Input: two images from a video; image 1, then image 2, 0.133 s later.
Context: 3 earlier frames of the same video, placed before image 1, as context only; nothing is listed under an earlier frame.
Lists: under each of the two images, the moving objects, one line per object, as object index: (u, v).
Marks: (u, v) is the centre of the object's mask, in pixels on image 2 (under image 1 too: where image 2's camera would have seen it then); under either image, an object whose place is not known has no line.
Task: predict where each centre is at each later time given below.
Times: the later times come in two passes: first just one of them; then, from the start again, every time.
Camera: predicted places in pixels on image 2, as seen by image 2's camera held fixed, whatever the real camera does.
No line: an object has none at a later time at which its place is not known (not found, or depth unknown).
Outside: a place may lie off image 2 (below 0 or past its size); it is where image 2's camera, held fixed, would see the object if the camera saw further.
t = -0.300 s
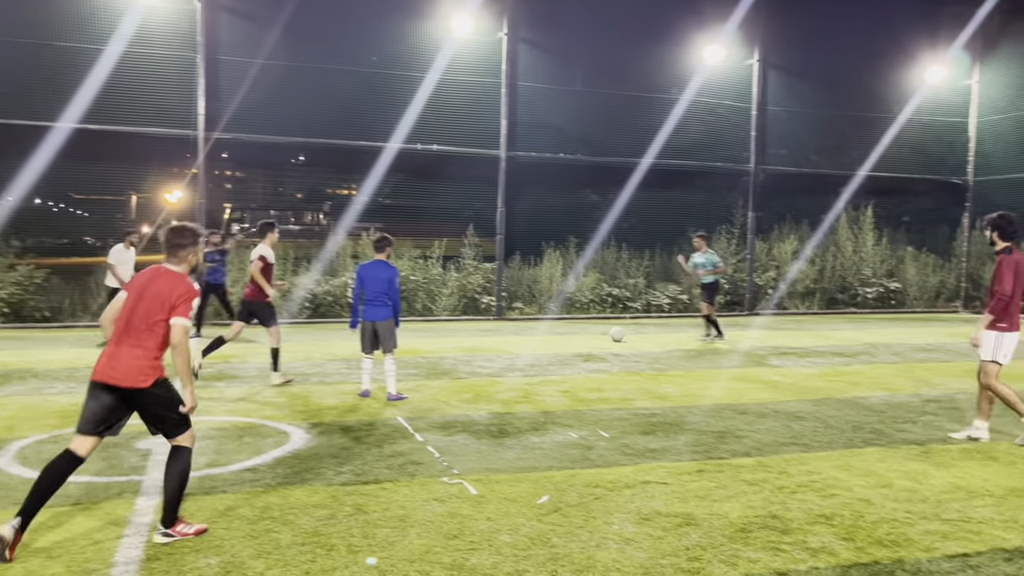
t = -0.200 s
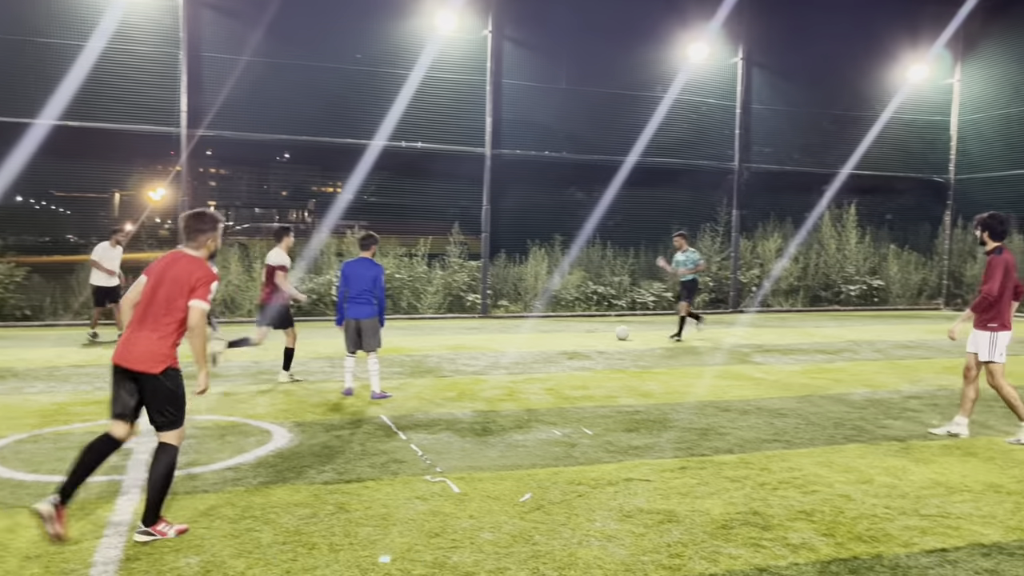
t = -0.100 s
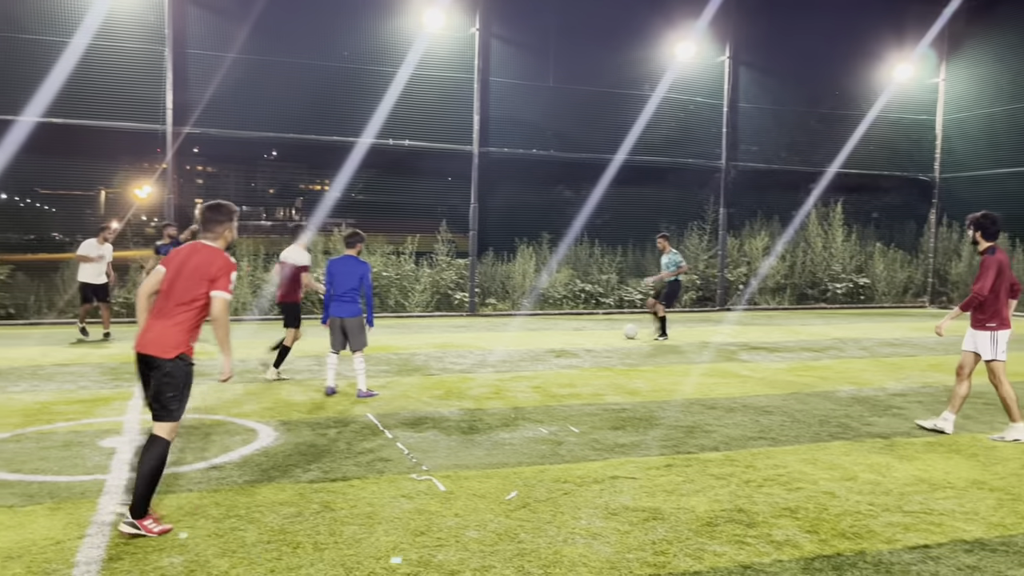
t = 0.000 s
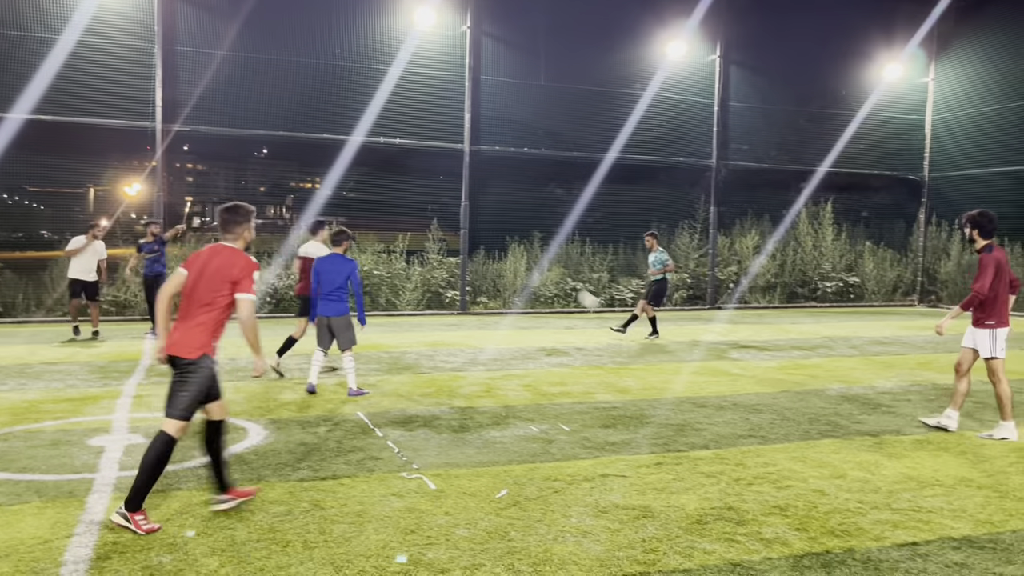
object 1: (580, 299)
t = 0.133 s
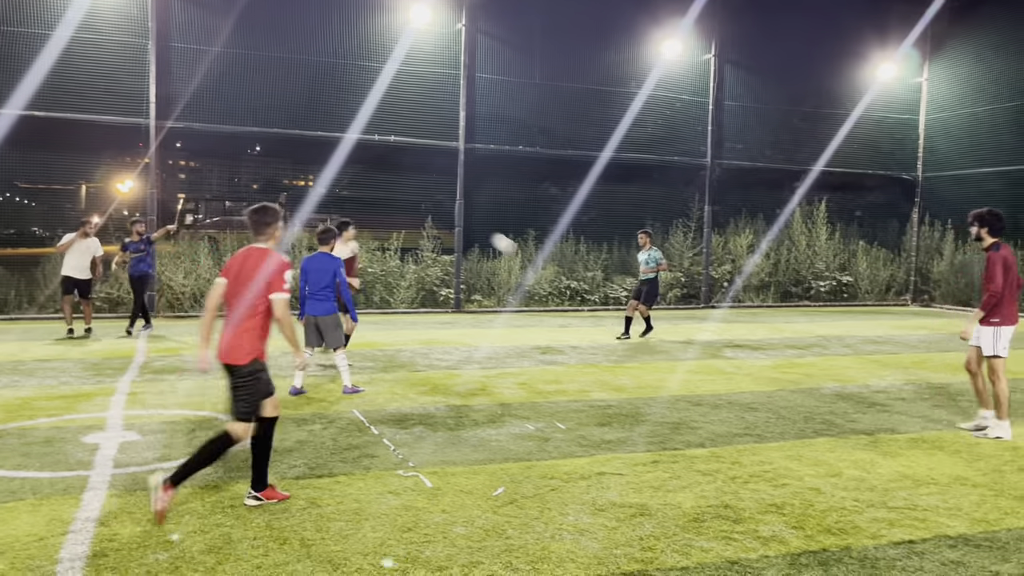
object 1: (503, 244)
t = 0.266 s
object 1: (425, 192)
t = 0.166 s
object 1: (483, 230)
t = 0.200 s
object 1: (462, 217)
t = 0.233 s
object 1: (442, 204)
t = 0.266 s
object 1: (425, 192)
